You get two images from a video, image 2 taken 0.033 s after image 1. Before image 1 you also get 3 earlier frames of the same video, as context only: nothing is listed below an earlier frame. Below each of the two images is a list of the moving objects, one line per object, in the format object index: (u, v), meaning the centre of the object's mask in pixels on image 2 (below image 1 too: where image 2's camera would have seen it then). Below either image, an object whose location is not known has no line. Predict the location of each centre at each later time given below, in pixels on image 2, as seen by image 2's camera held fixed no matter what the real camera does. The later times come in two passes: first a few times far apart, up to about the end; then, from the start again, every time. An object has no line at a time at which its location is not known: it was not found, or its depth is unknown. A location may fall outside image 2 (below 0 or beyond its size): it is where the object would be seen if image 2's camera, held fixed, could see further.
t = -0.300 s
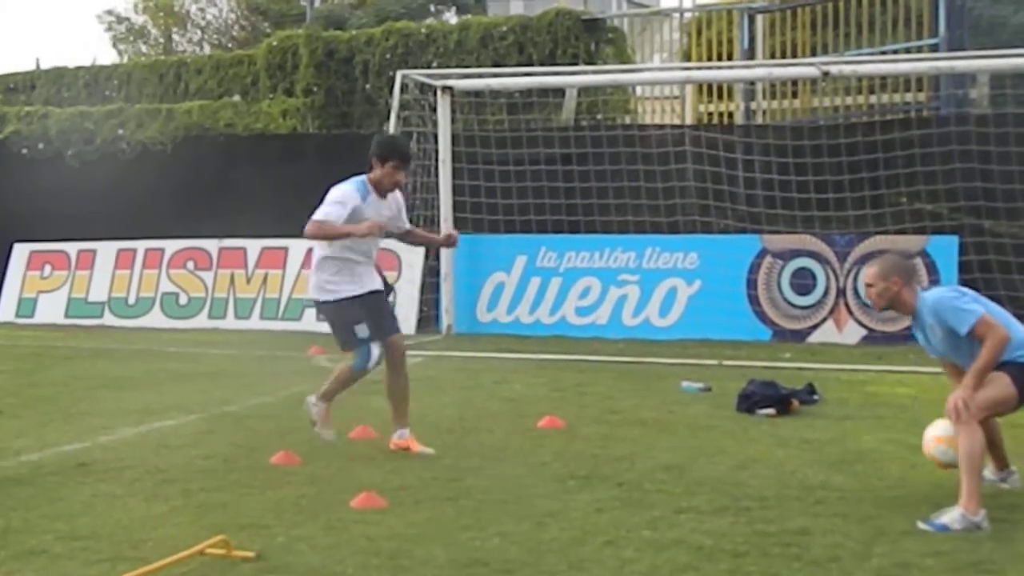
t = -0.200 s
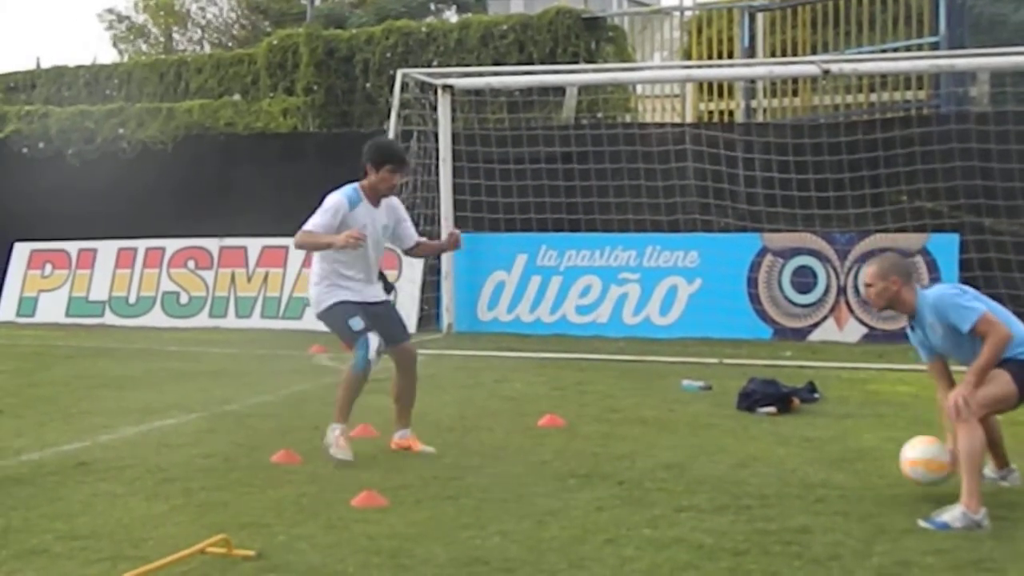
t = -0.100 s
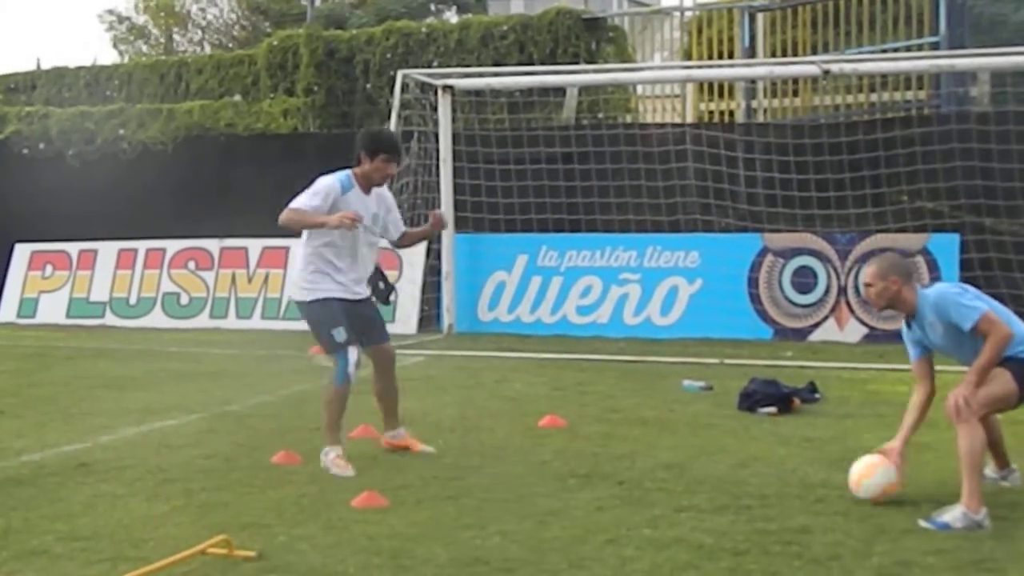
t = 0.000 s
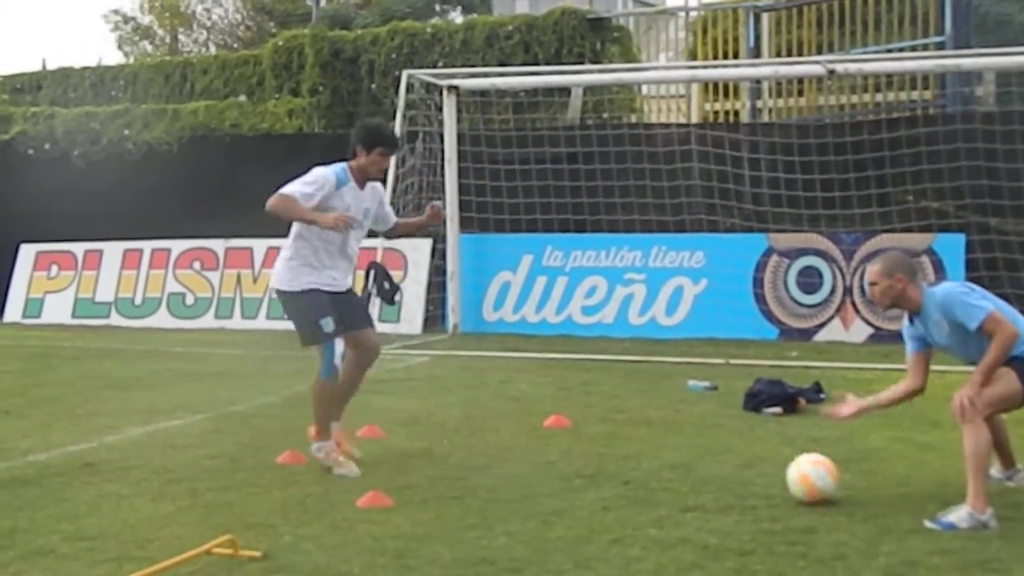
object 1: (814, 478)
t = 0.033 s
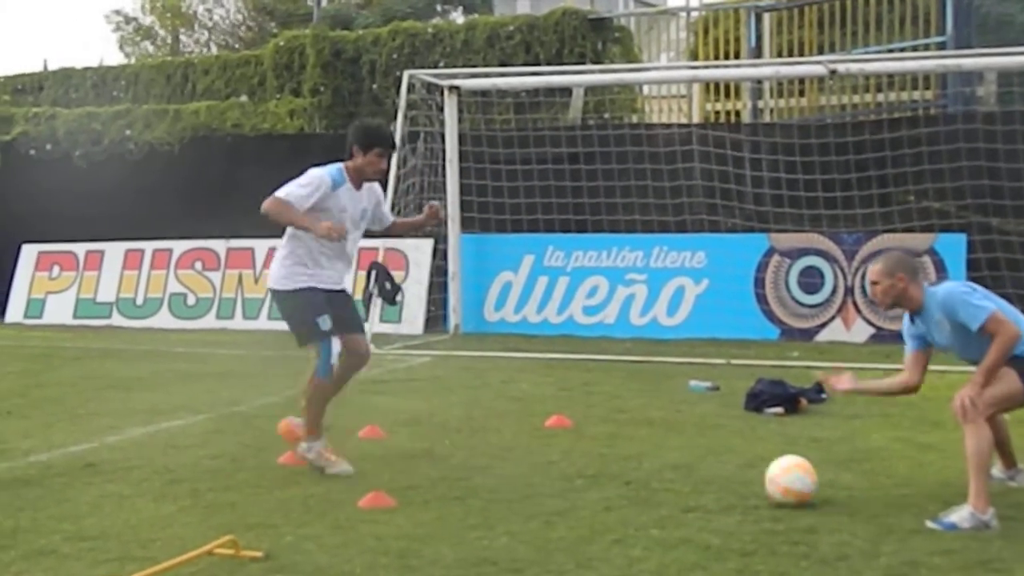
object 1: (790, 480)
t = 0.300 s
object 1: (636, 484)
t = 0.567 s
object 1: (499, 496)
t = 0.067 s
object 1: (768, 483)
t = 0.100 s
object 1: (749, 483)
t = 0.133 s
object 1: (729, 483)
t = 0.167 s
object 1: (710, 485)
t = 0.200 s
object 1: (690, 488)
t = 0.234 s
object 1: (671, 490)
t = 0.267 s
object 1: (653, 487)
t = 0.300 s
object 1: (636, 484)
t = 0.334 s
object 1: (618, 482)
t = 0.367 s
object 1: (602, 484)
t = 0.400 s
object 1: (584, 489)
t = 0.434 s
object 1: (567, 494)
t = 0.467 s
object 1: (549, 496)
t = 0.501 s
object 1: (533, 495)
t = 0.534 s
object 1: (516, 494)
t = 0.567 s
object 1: (499, 496)
